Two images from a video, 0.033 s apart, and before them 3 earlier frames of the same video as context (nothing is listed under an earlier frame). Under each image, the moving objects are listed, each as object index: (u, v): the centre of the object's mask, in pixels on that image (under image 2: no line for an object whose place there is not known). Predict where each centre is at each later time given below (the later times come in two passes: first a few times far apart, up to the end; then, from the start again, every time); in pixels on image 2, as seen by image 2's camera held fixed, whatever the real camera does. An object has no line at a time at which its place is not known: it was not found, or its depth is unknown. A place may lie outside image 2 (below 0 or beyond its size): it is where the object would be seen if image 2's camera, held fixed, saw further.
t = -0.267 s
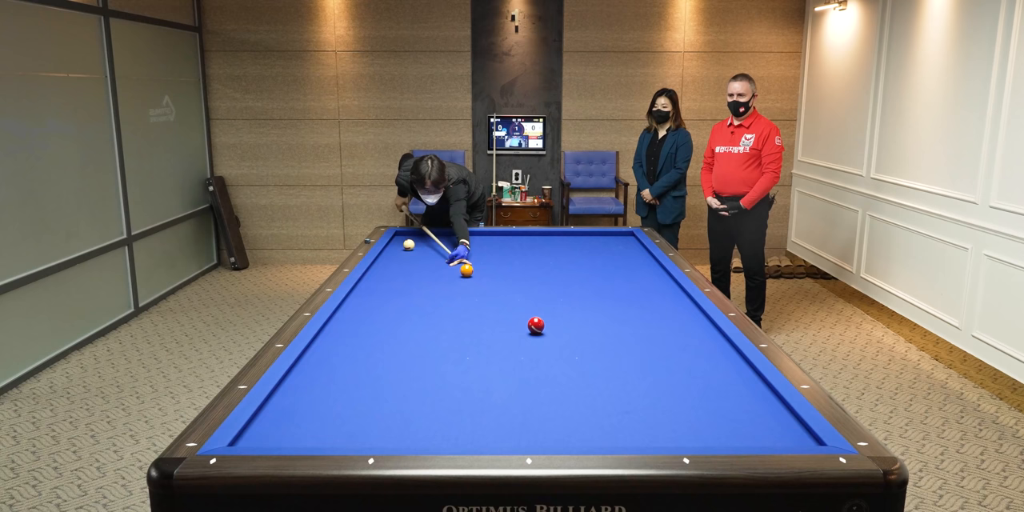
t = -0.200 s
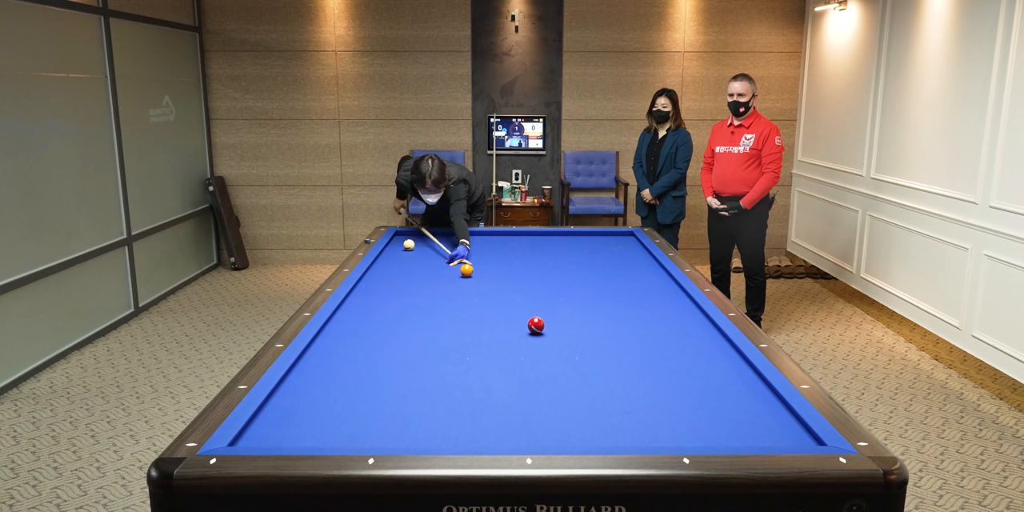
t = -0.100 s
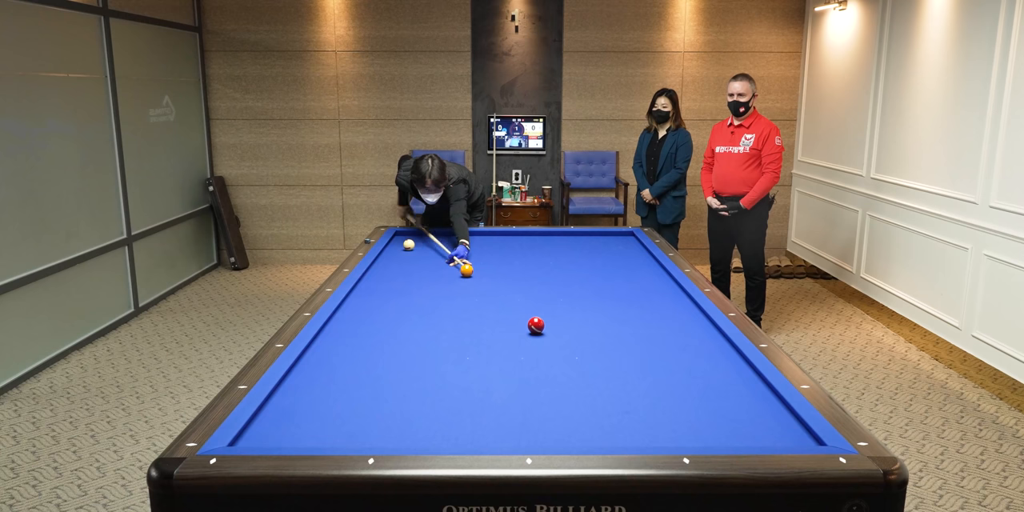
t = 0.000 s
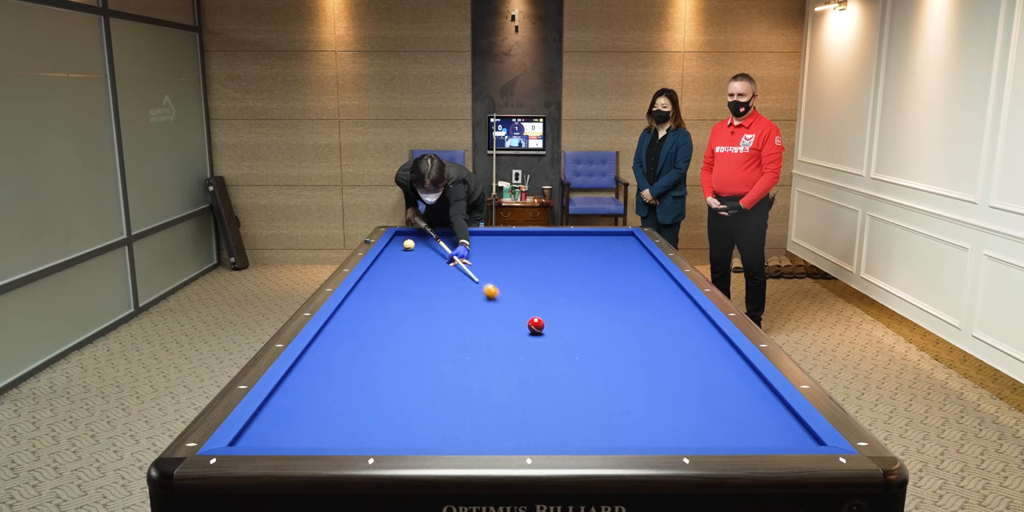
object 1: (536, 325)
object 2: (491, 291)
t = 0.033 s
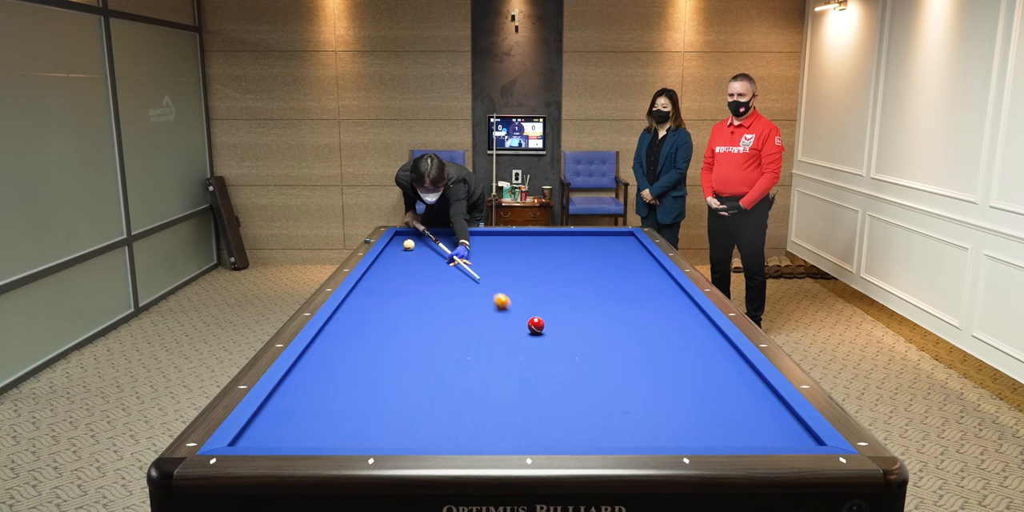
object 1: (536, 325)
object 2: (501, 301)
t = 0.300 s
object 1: (723, 381)
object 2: (448, 348)
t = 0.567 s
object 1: (640, 432)
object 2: (347, 379)
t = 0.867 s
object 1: (469, 383)
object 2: (290, 424)
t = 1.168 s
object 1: (354, 350)
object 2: (379, 415)
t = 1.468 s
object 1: (381, 322)
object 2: (470, 388)
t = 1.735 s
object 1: (440, 302)
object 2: (538, 367)
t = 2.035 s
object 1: (494, 282)
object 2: (603, 348)
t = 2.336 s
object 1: (539, 266)
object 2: (658, 331)
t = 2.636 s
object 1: (576, 253)
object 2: (698, 316)
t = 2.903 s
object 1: (604, 243)
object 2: (657, 304)
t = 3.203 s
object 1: (628, 233)
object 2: (620, 293)
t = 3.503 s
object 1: (617, 235)
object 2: (587, 283)
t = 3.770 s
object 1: (613, 238)
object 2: (561, 275)
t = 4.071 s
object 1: (609, 242)
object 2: (535, 266)
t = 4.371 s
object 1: (605, 245)
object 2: (511, 259)
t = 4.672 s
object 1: (600, 249)
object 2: (490, 252)
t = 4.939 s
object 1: (596, 252)
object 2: (473, 247)
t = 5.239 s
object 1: (592, 256)
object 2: (455, 241)
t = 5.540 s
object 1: (587, 260)
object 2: (439, 236)
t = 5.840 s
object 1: (583, 263)
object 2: (424, 232)
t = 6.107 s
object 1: (578, 266)
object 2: (409, 234)
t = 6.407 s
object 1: (574, 270)
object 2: (399, 237)
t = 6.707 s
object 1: (570, 273)
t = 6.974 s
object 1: (566, 277)
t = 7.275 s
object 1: (562, 280)
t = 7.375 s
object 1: (560, 281)
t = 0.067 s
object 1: (536, 325)
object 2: (513, 312)
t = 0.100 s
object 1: (541, 325)
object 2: (521, 322)
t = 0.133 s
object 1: (567, 333)
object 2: (509, 326)
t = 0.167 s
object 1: (595, 342)
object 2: (497, 331)
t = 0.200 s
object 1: (625, 351)
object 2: (485, 335)
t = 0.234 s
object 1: (656, 361)
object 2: (473, 339)
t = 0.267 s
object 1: (689, 371)
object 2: (460, 344)
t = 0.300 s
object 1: (723, 381)
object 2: (448, 348)
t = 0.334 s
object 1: (761, 393)
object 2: (435, 352)
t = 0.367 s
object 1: (764, 403)
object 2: (423, 356)
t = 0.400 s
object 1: (746, 412)
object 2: (410, 360)
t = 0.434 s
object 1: (728, 421)
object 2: (398, 364)
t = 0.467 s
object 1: (710, 431)
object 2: (385, 368)
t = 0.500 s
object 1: (691, 436)
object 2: (372, 372)
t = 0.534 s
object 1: (665, 436)
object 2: (360, 375)
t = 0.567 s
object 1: (640, 432)
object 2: (347, 379)
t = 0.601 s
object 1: (616, 424)
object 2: (334, 383)
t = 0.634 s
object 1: (593, 418)
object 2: (321, 387)
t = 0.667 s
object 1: (572, 412)
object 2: (307, 391)
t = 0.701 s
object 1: (552, 406)
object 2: (293, 395)
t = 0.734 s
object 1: (534, 401)
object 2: (279, 399)
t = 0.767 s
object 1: (516, 396)
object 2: (276, 405)
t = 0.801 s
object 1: (499, 392)
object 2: (281, 411)
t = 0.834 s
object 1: (484, 387)
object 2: (286, 418)
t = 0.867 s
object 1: (469, 383)
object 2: (290, 424)
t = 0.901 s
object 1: (455, 379)
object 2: (294, 431)
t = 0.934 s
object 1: (441, 375)
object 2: (297, 435)
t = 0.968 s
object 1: (427, 371)
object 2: (300, 439)
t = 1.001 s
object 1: (414, 368)
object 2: (315, 436)
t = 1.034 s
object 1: (402, 364)
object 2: (329, 433)
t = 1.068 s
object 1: (389, 361)
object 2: (342, 428)
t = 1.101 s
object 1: (377, 357)
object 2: (355, 423)
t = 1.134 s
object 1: (365, 354)
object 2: (367, 419)
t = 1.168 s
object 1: (354, 350)
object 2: (379, 415)
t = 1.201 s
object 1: (343, 347)
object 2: (390, 412)
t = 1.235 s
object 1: (332, 344)
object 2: (401, 409)
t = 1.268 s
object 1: (321, 341)
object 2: (411, 406)
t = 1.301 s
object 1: (326, 338)
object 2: (421, 403)
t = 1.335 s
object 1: (339, 334)
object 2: (431, 400)
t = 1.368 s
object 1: (351, 331)
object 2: (441, 397)
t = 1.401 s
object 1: (362, 328)
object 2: (451, 394)
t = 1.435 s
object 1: (372, 325)
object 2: (460, 391)
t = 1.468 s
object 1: (381, 322)
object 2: (470, 388)
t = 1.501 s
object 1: (390, 319)
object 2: (479, 385)
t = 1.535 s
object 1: (398, 316)
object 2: (488, 382)
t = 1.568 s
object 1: (405, 314)
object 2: (496, 380)
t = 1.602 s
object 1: (413, 311)
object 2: (505, 377)
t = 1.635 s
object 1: (420, 309)
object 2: (513, 375)
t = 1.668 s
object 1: (427, 306)
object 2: (521, 372)
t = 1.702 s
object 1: (434, 304)
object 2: (530, 370)
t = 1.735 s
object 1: (440, 302)
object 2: (538, 367)
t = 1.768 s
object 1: (447, 299)
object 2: (545, 365)
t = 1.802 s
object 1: (454, 297)
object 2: (553, 363)
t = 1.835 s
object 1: (460, 295)
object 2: (561, 361)
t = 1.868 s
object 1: (466, 292)
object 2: (568, 359)
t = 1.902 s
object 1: (472, 290)
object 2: (575, 356)
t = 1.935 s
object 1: (478, 289)
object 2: (582, 354)
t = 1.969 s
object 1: (484, 286)
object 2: (589, 352)
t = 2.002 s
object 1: (489, 284)
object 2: (596, 350)
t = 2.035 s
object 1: (494, 282)
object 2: (603, 348)
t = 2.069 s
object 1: (500, 281)
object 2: (609, 346)
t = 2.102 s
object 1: (505, 278)
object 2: (616, 344)
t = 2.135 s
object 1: (510, 277)
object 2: (622, 342)
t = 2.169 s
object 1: (515, 275)
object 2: (628, 340)
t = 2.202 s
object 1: (520, 273)
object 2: (635, 338)
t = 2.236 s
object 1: (525, 271)
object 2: (640, 336)
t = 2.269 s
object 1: (530, 270)
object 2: (646, 334)
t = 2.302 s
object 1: (534, 268)
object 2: (652, 333)
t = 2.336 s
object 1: (539, 266)
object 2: (658, 331)
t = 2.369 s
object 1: (543, 265)
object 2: (664, 329)
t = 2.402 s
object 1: (547, 263)
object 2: (669, 327)
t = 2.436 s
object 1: (552, 262)
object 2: (675, 326)
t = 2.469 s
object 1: (556, 260)
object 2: (680, 324)
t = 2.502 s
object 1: (560, 259)
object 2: (686, 323)
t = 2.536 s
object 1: (564, 258)
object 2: (691, 321)
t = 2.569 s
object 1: (568, 256)
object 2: (696, 319)
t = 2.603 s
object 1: (572, 255)
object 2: (701, 318)
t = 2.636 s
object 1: (576, 253)
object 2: (698, 316)
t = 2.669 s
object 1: (580, 252)
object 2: (691, 315)
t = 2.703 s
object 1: (583, 251)
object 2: (686, 313)
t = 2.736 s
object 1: (587, 249)
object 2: (681, 312)
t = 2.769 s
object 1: (590, 248)
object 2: (676, 310)
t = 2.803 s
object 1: (594, 247)
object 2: (671, 308)
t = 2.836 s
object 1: (597, 246)
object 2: (667, 307)
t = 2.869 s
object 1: (601, 244)
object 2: (662, 306)
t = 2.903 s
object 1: (604, 243)
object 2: (657, 304)
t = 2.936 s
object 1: (607, 242)
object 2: (653, 303)
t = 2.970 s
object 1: (610, 241)
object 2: (649, 302)
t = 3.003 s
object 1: (613, 240)
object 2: (644, 300)
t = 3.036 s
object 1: (617, 238)
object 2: (640, 299)
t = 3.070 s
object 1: (620, 237)
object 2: (636, 298)
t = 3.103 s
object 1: (622, 236)
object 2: (632, 297)
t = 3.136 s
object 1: (625, 235)
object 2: (628, 295)
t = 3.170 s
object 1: (628, 234)
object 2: (624, 294)
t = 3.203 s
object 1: (628, 233)
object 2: (620, 293)
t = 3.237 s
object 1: (624, 233)
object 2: (616, 292)
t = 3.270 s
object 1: (622, 232)
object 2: (612, 290)
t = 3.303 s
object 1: (621, 233)
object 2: (608, 289)
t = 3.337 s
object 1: (620, 233)
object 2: (605, 288)
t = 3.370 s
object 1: (619, 234)
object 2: (601, 287)
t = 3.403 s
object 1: (618, 234)
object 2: (597, 286)
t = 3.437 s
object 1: (618, 235)
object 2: (594, 285)
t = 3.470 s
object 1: (618, 235)
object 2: (590, 284)
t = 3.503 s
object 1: (617, 235)
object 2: (587, 283)
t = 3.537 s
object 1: (617, 235)
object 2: (583, 282)
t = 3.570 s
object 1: (616, 236)
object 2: (580, 281)
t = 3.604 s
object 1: (616, 236)
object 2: (577, 280)
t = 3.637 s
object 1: (615, 237)
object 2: (573, 279)
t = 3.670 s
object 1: (615, 237)
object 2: (570, 278)
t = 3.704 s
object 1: (614, 238)
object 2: (567, 277)
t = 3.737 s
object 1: (614, 238)
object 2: (564, 276)
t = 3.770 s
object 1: (613, 238)
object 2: (561, 275)
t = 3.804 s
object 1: (613, 239)
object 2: (558, 274)
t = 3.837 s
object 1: (613, 239)
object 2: (555, 273)
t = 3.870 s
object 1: (612, 240)
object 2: (552, 272)
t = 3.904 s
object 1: (612, 240)
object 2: (549, 271)
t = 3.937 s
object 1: (611, 240)
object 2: (546, 270)
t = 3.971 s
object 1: (610, 241)
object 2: (543, 269)
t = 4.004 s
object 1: (610, 241)
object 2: (540, 268)
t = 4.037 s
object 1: (610, 241)
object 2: (537, 267)
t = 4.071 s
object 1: (609, 242)
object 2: (535, 266)
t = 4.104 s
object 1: (608, 242)
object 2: (532, 265)
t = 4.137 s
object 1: (608, 243)
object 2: (529, 265)
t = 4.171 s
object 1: (608, 243)
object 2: (526, 264)
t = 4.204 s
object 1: (607, 244)
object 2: (524, 263)
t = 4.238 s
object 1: (607, 244)
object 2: (521, 262)
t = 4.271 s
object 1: (606, 244)
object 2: (519, 261)
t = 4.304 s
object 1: (606, 245)
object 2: (516, 261)
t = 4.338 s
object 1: (605, 245)
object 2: (514, 260)
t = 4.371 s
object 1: (605, 245)
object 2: (511, 259)
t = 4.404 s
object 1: (604, 246)
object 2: (508, 258)
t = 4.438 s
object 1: (604, 246)
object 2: (506, 258)
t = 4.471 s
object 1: (603, 247)
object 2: (503, 257)
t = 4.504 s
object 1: (603, 247)
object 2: (501, 256)
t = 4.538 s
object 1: (602, 247)
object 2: (499, 255)
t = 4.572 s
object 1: (602, 248)
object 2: (496, 254)
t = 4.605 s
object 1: (601, 248)
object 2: (494, 254)
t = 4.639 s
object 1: (601, 249)
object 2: (492, 253)
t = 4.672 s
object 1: (600, 249)
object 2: (490, 252)
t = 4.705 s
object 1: (600, 249)
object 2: (487, 251)
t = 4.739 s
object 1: (599, 250)
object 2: (485, 251)
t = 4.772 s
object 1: (599, 250)
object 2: (483, 250)
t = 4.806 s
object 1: (598, 251)
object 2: (481, 250)
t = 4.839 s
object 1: (598, 251)
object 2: (479, 249)
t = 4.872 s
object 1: (597, 252)
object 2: (477, 248)
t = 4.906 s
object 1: (597, 252)
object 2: (475, 247)
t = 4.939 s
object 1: (596, 252)
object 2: (473, 247)
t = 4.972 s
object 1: (596, 253)
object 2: (471, 246)
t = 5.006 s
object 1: (595, 253)
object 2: (468, 246)
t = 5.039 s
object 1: (595, 254)
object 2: (467, 245)
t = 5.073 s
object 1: (595, 254)
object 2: (464, 244)
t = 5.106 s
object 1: (594, 254)
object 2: (463, 244)
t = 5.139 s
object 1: (593, 255)
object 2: (461, 243)
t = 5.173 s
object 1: (593, 255)
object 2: (459, 243)
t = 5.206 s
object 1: (592, 256)
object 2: (457, 242)
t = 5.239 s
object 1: (592, 256)
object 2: (455, 241)
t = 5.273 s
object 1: (591, 256)
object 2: (453, 241)
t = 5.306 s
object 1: (591, 257)
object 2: (451, 240)
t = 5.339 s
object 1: (590, 257)
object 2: (449, 240)
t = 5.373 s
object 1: (590, 258)
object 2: (448, 239)
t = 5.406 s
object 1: (589, 258)
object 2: (446, 239)
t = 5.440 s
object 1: (589, 258)
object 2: (445, 238)
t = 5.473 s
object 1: (588, 259)
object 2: (442, 237)
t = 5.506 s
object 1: (588, 259)
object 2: (441, 237)
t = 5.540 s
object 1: (587, 260)
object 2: (439, 236)
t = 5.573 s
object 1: (587, 260)
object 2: (437, 236)
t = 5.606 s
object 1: (586, 260)
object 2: (436, 235)
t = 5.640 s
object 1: (586, 261)
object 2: (434, 235)
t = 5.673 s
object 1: (585, 261)
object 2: (433, 234)
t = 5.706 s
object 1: (585, 262)
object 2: (431, 234)
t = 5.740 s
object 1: (584, 262)
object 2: (429, 233)
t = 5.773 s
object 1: (583, 263)
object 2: (428, 233)
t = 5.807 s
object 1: (583, 263)
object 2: (426, 232)
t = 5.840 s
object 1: (583, 263)
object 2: (424, 232)
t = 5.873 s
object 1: (582, 264)
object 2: (422, 232)
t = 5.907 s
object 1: (582, 264)
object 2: (421, 233)
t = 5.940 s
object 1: (581, 264)
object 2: (419, 233)
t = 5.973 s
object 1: (581, 265)
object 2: (417, 233)
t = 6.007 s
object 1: (580, 265)
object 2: (415, 233)
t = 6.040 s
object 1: (579, 266)
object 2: (413, 233)
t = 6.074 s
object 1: (579, 266)
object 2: (411, 234)
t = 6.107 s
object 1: (578, 266)
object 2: (409, 234)
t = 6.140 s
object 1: (578, 267)
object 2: (407, 234)
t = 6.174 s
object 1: (577, 267)
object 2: (405, 234)
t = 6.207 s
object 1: (577, 268)
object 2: (403, 235)
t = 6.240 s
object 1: (577, 268)
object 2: (401, 235)
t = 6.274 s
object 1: (576, 269)
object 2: (399, 236)
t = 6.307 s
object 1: (576, 269)
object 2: (397, 236)
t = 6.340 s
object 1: (575, 269)
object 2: (397, 236)
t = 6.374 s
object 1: (575, 269)
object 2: (398, 237)
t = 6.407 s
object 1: (574, 270)
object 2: (399, 237)
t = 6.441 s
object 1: (574, 270)
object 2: (399, 237)
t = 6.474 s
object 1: (573, 271)
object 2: (400, 237)
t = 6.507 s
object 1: (573, 271)
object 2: (401, 237)
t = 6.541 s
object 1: (572, 271)
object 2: (402, 237)
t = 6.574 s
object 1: (571, 272)
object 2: (402, 237)
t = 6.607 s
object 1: (571, 272)
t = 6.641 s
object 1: (571, 273)
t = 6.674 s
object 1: (570, 273)
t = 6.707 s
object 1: (570, 273)
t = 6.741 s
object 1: (569, 274)
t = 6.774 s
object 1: (569, 274)
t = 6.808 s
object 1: (568, 275)
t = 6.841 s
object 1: (568, 275)
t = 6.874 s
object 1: (567, 275)
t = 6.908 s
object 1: (567, 276)
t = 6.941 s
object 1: (566, 276)
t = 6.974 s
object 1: (566, 277)
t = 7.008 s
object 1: (566, 277)
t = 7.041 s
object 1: (565, 277)
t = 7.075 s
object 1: (565, 278)
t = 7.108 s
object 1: (564, 278)
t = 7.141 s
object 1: (564, 278)
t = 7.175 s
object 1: (563, 278)
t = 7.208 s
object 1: (563, 279)
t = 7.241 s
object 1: (562, 279)
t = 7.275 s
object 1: (562, 280)
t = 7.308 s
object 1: (561, 280)
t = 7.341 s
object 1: (561, 281)
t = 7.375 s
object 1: (560, 281)
